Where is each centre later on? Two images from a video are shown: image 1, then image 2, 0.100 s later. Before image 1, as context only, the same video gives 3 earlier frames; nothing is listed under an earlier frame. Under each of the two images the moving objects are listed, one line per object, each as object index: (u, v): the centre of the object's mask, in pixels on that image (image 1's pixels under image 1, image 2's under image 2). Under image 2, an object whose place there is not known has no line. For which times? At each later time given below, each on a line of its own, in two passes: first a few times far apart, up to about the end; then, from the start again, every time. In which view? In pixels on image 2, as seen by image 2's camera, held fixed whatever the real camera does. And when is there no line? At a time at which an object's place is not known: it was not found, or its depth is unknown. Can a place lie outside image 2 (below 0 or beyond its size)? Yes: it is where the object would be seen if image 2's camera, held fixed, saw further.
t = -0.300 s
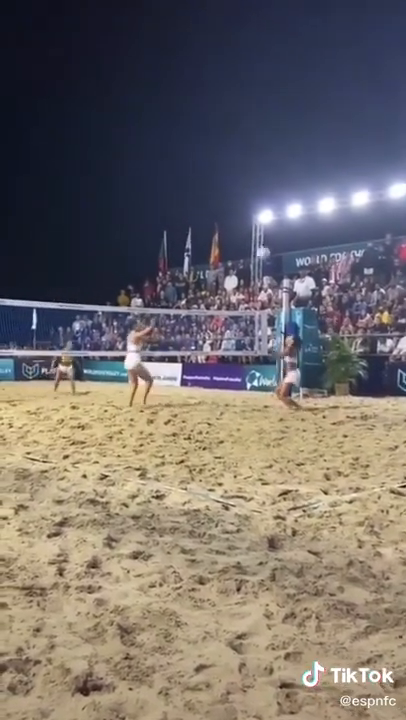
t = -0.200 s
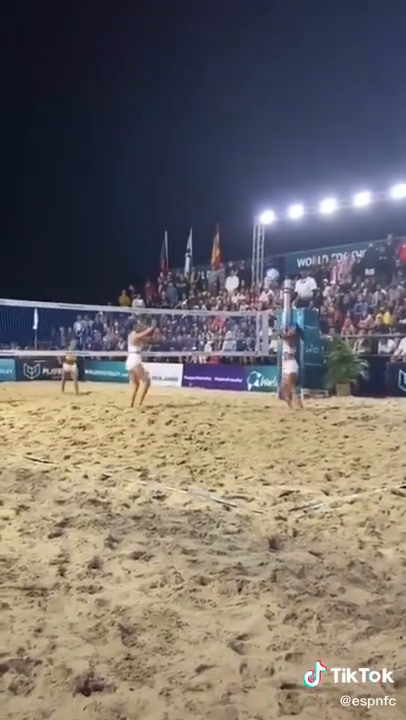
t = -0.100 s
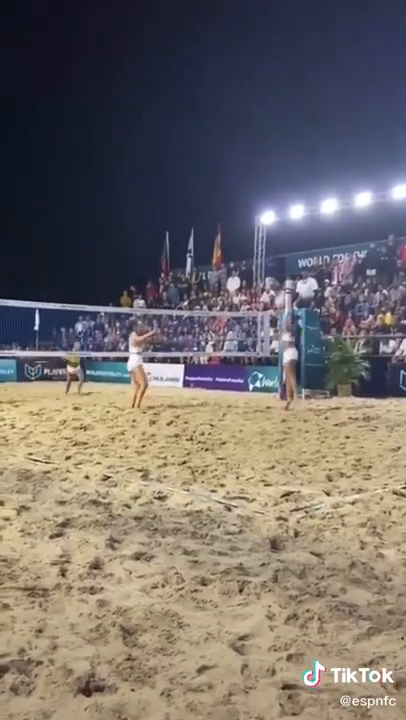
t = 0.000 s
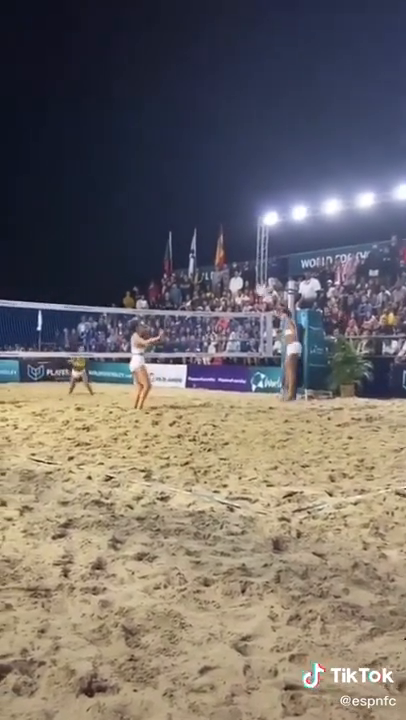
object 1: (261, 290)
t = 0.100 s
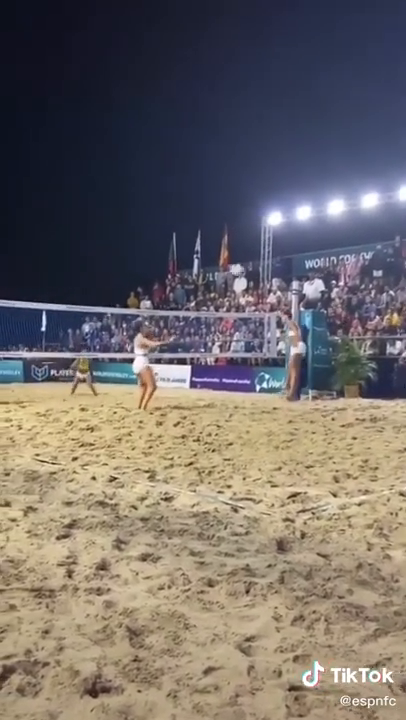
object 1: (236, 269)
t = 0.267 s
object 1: (189, 247)
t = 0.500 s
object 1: (129, 239)
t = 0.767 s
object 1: (68, 260)
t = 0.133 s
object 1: (226, 263)
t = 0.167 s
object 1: (216, 258)
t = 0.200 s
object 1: (208, 254)
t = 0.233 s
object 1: (198, 250)
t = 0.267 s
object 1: (189, 247)
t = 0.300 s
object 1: (180, 244)
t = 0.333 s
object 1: (171, 242)
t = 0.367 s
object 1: (162, 240)
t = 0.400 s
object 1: (154, 239)
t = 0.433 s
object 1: (145, 238)
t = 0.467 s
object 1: (137, 238)
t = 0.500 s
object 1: (129, 239)
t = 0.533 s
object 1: (121, 239)
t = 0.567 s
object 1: (113, 241)
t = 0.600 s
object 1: (105, 243)
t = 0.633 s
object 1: (97, 246)
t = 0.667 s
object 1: (90, 248)
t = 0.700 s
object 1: (82, 252)
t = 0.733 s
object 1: (75, 256)
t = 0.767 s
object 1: (68, 260)
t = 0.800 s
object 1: (61, 264)
